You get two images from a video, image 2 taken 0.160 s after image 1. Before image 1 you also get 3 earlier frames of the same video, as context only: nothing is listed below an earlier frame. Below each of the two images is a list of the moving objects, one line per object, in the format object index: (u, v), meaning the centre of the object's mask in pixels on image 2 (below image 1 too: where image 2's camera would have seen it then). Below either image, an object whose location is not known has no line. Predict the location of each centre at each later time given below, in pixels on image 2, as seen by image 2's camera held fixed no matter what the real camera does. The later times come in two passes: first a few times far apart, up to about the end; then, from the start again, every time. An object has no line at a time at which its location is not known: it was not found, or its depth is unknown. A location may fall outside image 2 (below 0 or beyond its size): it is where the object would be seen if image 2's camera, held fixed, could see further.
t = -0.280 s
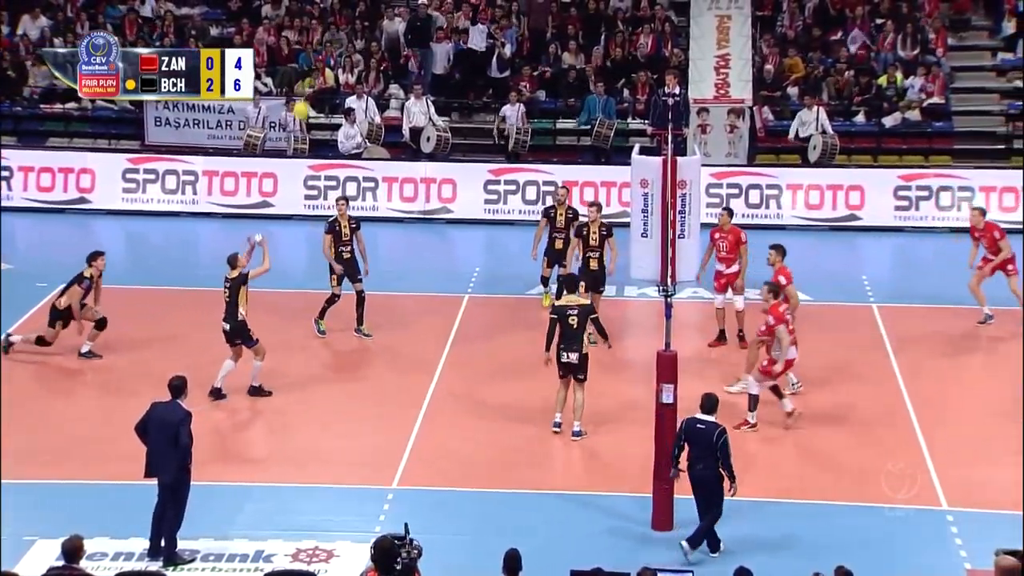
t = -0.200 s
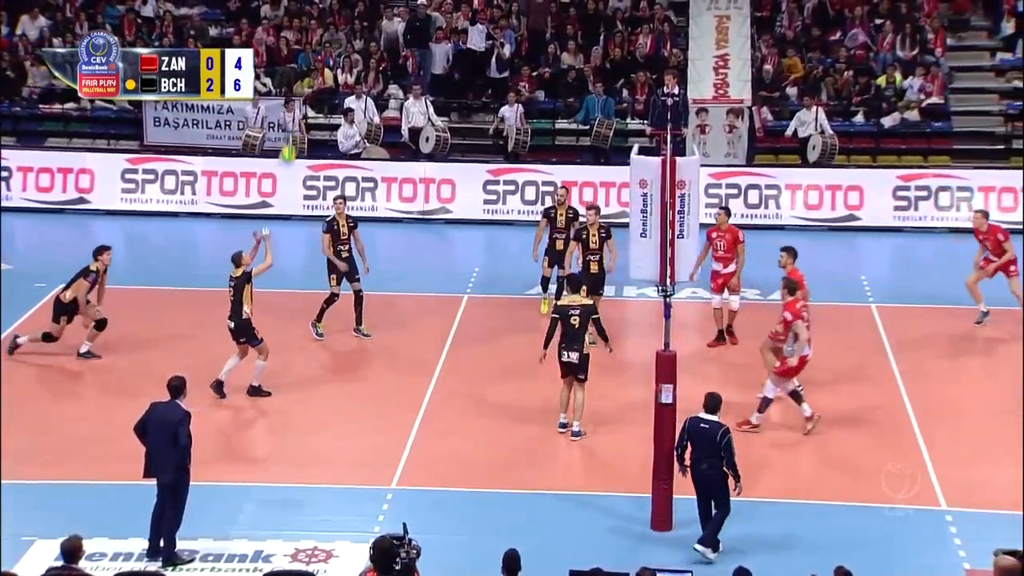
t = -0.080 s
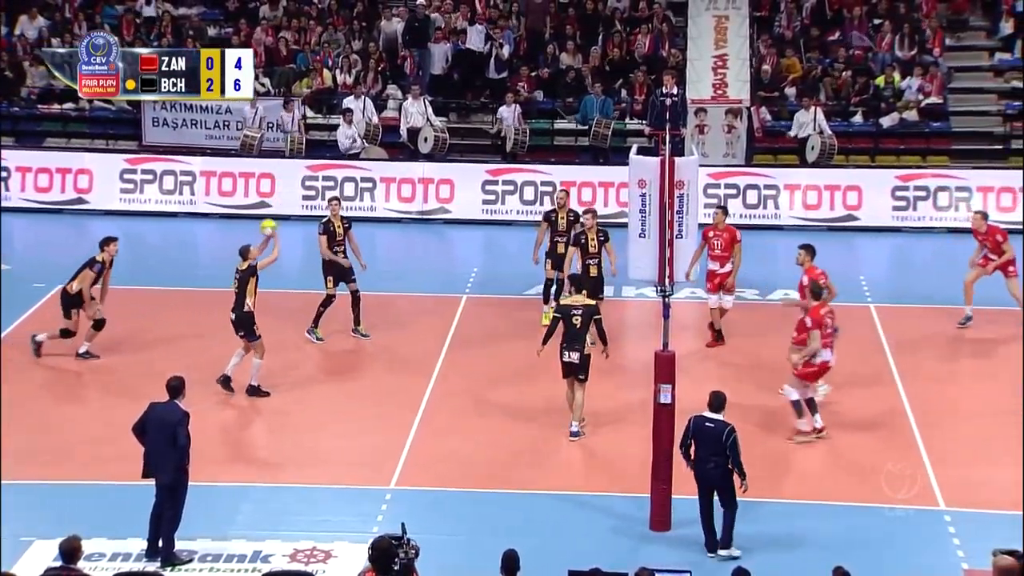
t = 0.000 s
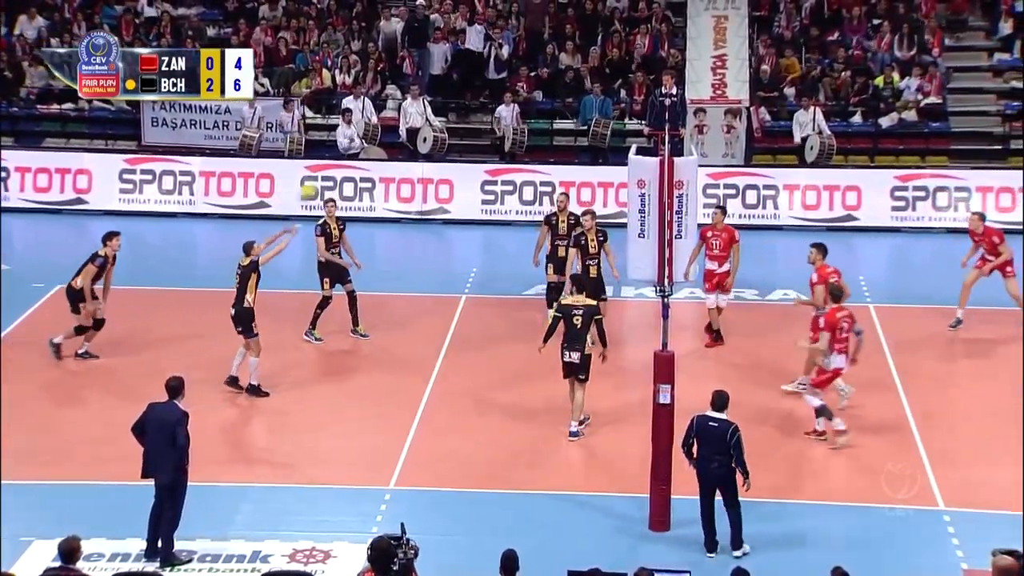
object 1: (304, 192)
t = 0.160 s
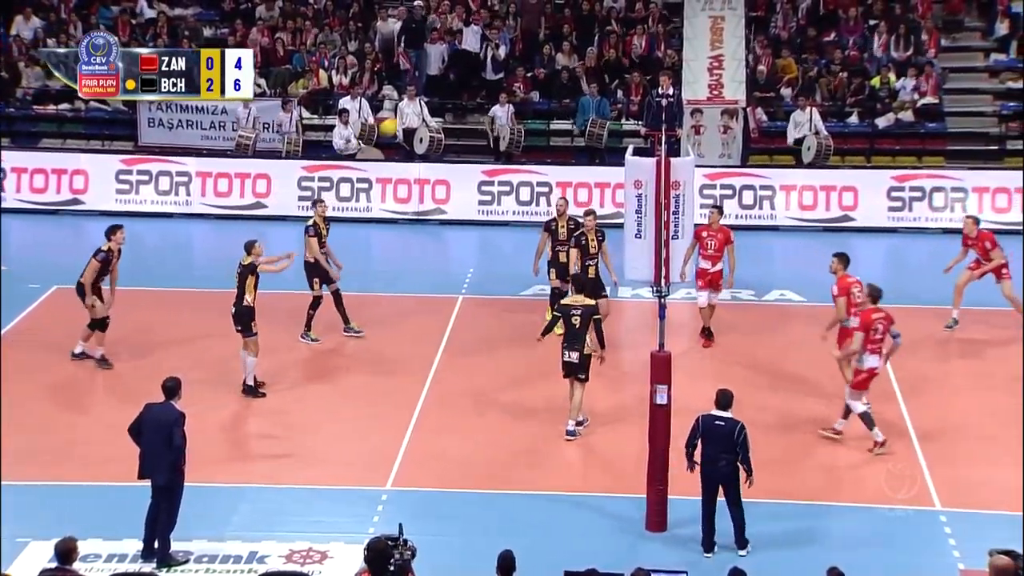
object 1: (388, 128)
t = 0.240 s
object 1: (432, 103)
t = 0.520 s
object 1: (561, 65)
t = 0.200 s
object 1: (410, 114)
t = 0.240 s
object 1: (432, 103)
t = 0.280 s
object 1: (450, 94)
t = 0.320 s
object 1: (469, 86)
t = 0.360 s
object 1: (488, 79)
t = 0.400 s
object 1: (507, 73)
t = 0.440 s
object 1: (525, 69)
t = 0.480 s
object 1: (543, 66)
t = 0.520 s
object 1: (561, 65)
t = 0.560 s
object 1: (578, 65)
